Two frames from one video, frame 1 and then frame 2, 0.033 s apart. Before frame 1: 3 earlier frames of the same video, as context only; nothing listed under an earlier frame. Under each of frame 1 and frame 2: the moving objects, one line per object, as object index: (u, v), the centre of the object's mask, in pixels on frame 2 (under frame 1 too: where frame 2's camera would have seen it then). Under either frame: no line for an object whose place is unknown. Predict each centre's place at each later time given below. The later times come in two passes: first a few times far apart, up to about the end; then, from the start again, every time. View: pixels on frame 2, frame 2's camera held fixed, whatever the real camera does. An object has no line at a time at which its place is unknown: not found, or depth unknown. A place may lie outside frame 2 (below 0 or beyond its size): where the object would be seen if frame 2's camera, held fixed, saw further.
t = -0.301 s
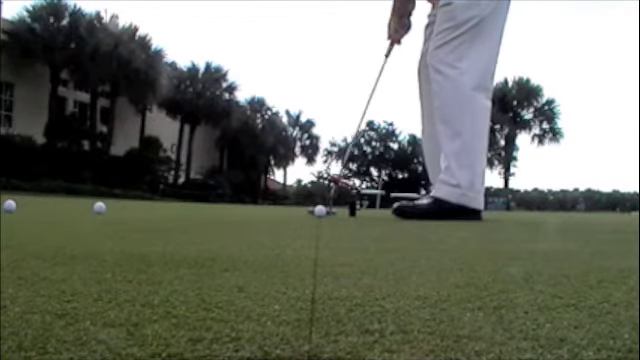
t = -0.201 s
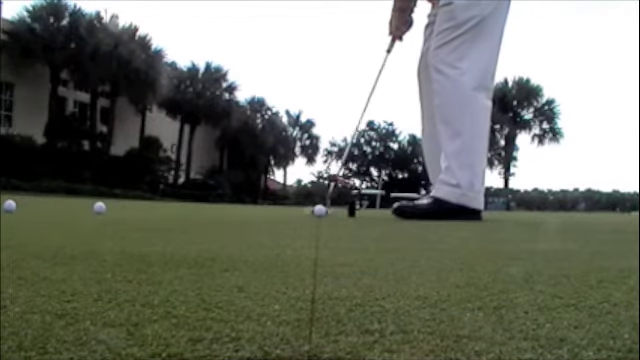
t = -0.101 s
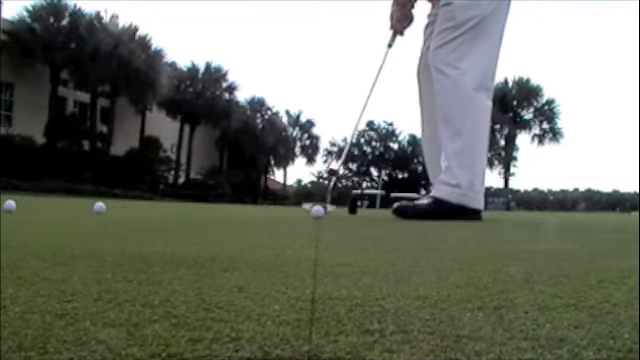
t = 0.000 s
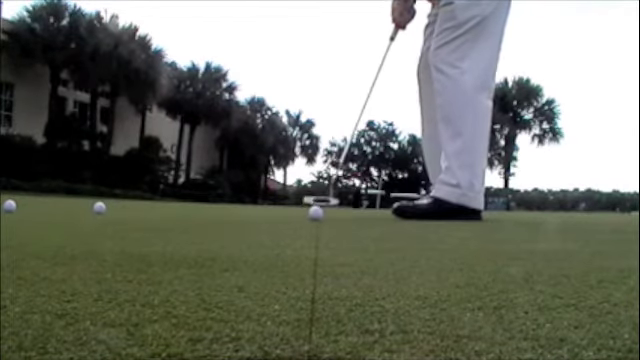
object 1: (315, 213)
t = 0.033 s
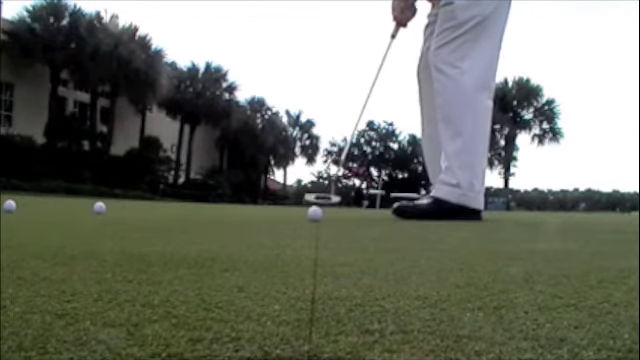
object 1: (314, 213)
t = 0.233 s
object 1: (310, 215)
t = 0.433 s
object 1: (305, 218)
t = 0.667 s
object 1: (295, 222)
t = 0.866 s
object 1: (287, 228)
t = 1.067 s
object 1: (274, 236)
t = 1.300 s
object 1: (256, 255)
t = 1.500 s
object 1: (219, 295)
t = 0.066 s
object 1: (314, 214)
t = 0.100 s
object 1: (313, 214)
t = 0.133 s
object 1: (313, 214)
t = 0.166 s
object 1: (312, 214)
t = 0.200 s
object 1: (311, 214)
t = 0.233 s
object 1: (310, 215)
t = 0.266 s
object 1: (309, 215)
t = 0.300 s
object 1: (308, 216)
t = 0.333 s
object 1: (308, 216)
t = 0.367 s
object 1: (306, 217)
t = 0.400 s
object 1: (306, 217)
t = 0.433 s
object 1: (305, 218)
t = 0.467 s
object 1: (304, 218)
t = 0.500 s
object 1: (302, 218)
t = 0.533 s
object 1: (301, 220)
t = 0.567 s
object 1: (299, 220)
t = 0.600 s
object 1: (298, 220)
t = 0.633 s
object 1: (297, 221)
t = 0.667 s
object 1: (295, 222)
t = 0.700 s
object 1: (294, 223)
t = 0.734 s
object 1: (293, 224)
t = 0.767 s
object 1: (292, 225)
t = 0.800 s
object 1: (290, 225)
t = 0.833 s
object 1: (288, 226)
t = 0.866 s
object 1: (287, 228)
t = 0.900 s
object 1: (285, 228)
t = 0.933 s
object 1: (283, 230)
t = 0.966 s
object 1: (281, 232)
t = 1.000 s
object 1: (279, 233)
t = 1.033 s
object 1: (276, 234)
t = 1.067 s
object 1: (274, 236)
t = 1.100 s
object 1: (272, 239)
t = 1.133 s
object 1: (270, 241)
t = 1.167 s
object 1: (268, 243)
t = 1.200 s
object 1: (266, 247)
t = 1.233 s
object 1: (263, 249)
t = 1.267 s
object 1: (259, 253)
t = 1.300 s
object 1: (256, 255)
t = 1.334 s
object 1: (251, 260)
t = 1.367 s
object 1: (246, 265)
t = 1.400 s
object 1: (241, 270)
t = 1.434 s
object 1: (235, 275)
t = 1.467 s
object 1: (228, 282)
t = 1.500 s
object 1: (219, 295)
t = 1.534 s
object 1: (208, 304)
